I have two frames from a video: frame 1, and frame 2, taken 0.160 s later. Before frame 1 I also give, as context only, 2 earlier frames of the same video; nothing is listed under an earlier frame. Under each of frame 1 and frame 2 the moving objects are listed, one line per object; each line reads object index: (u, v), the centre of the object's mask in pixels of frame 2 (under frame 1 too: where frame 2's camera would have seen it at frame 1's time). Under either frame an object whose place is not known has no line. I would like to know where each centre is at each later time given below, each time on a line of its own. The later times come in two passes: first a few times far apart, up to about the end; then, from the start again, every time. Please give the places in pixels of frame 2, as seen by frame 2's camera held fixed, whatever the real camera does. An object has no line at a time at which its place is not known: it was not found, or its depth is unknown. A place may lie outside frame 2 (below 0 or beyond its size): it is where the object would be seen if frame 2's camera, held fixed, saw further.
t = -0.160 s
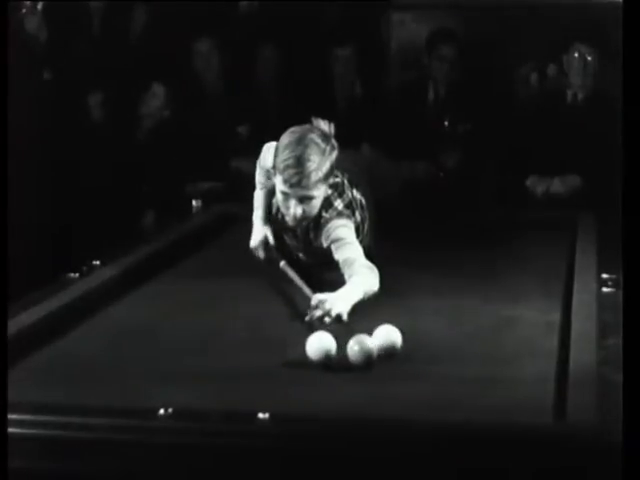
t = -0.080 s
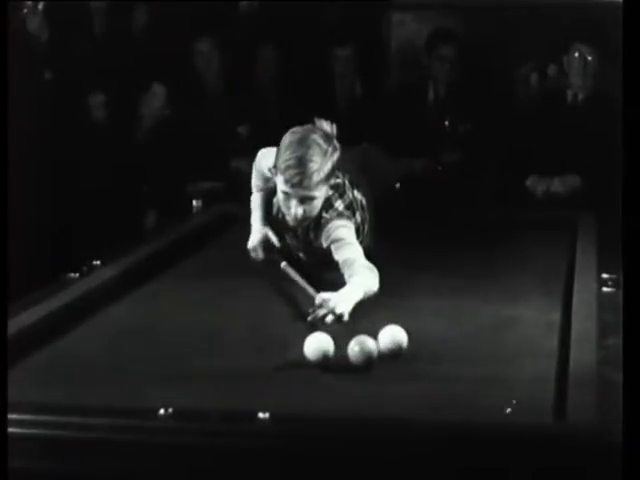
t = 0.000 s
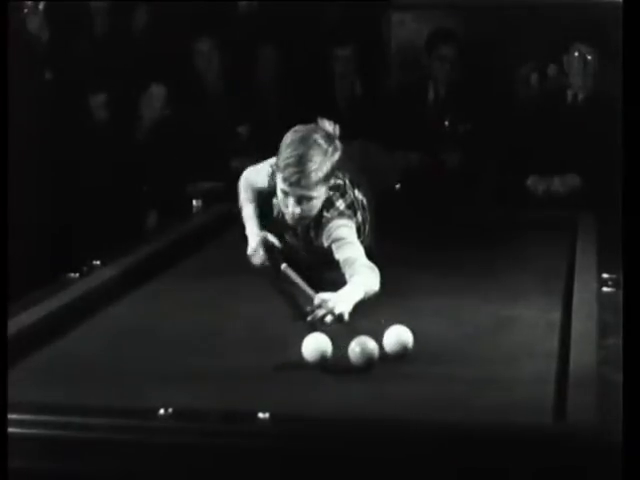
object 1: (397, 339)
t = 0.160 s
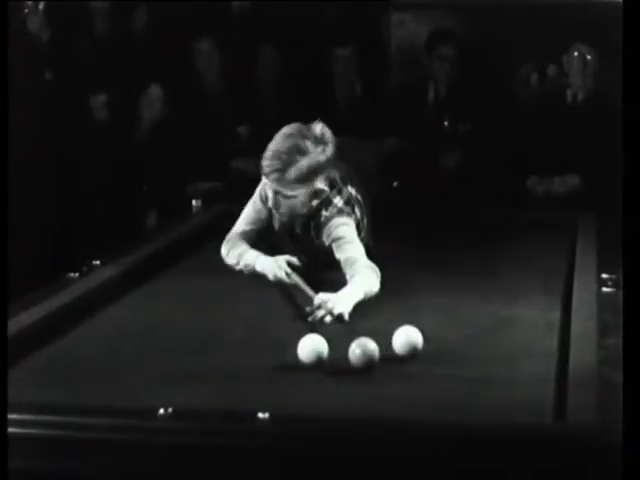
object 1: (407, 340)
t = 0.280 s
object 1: (413, 340)
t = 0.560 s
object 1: (427, 341)
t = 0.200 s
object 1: (409, 340)
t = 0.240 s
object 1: (411, 340)
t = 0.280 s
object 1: (413, 340)
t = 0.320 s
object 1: (416, 341)
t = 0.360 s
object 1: (418, 341)
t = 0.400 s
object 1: (420, 341)
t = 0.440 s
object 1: (421, 341)
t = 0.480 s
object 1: (423, 341)
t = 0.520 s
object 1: (426, 341)
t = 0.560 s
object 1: (427, 341)
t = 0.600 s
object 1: (429, 341)
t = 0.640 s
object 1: (430, 341)
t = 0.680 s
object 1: (431, 341)
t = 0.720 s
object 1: (432, 341)
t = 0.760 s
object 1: (434, 341)
